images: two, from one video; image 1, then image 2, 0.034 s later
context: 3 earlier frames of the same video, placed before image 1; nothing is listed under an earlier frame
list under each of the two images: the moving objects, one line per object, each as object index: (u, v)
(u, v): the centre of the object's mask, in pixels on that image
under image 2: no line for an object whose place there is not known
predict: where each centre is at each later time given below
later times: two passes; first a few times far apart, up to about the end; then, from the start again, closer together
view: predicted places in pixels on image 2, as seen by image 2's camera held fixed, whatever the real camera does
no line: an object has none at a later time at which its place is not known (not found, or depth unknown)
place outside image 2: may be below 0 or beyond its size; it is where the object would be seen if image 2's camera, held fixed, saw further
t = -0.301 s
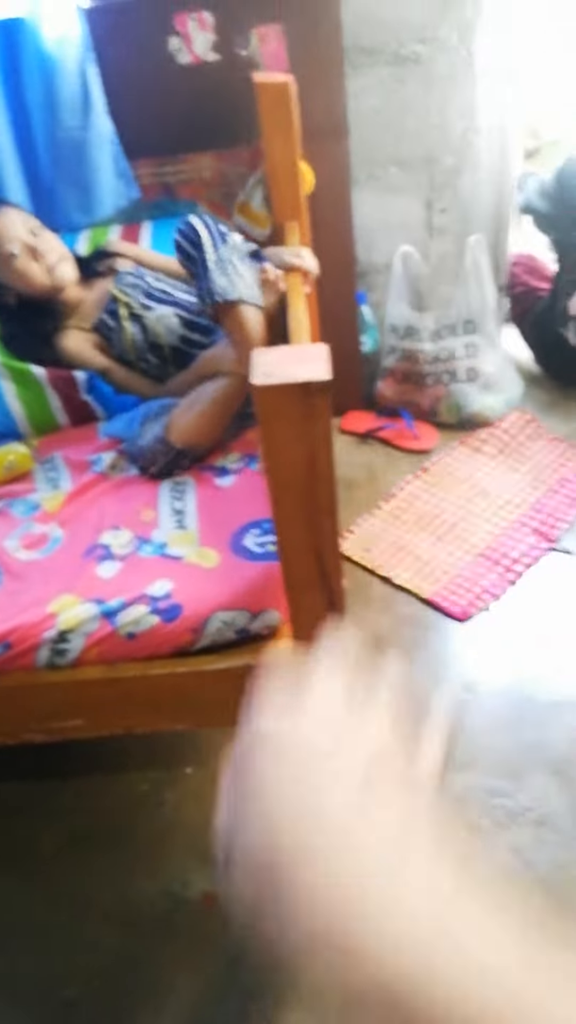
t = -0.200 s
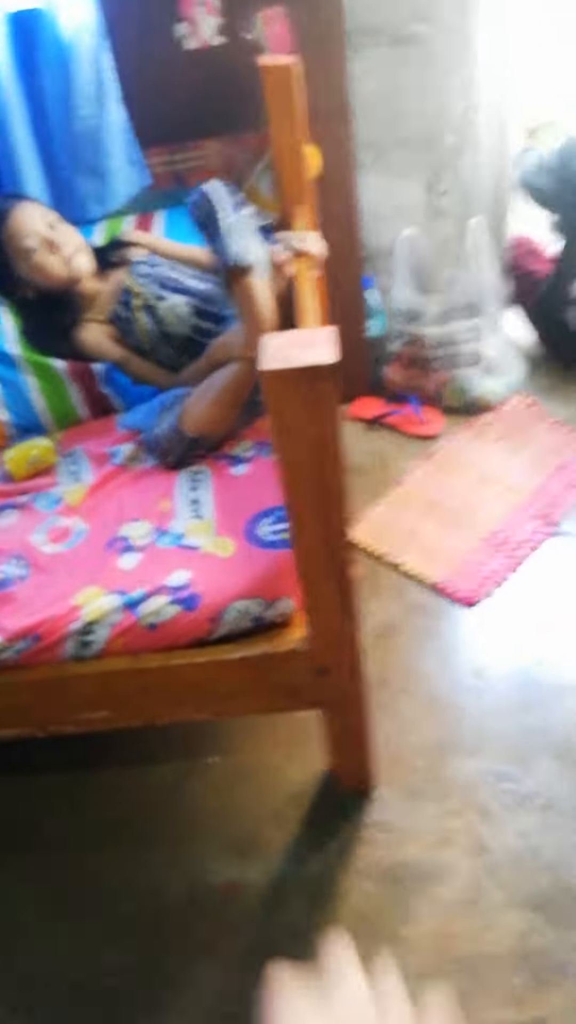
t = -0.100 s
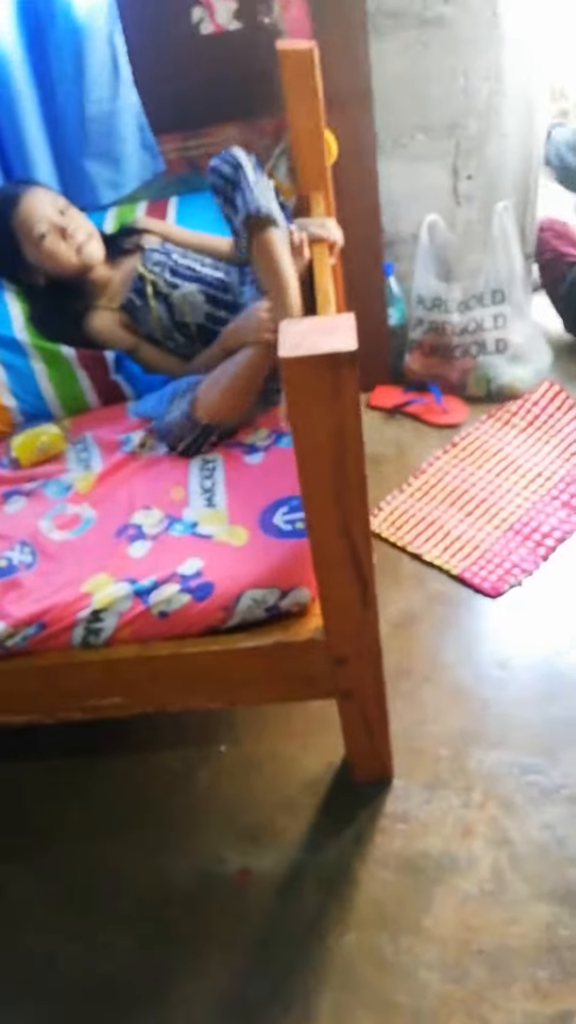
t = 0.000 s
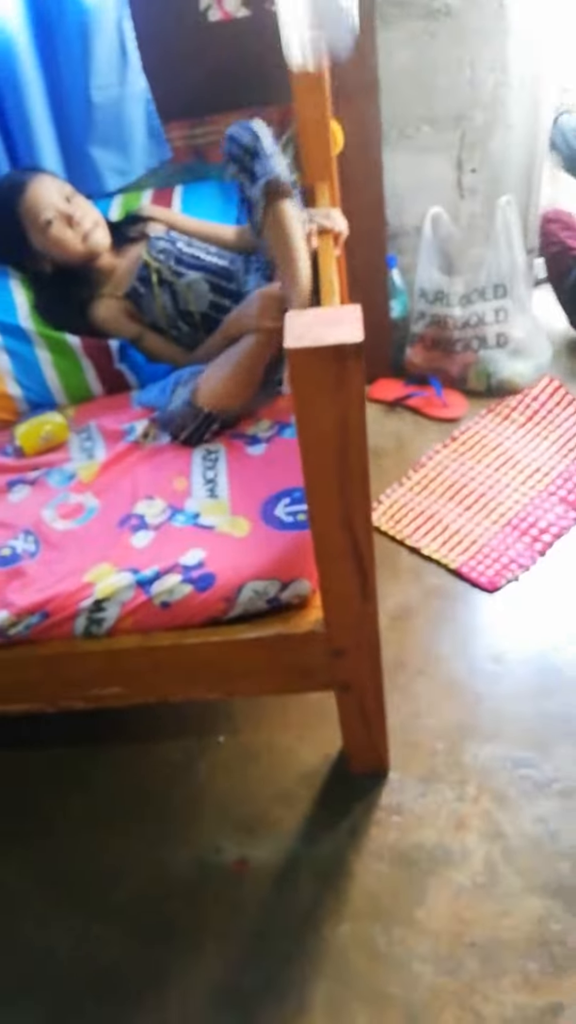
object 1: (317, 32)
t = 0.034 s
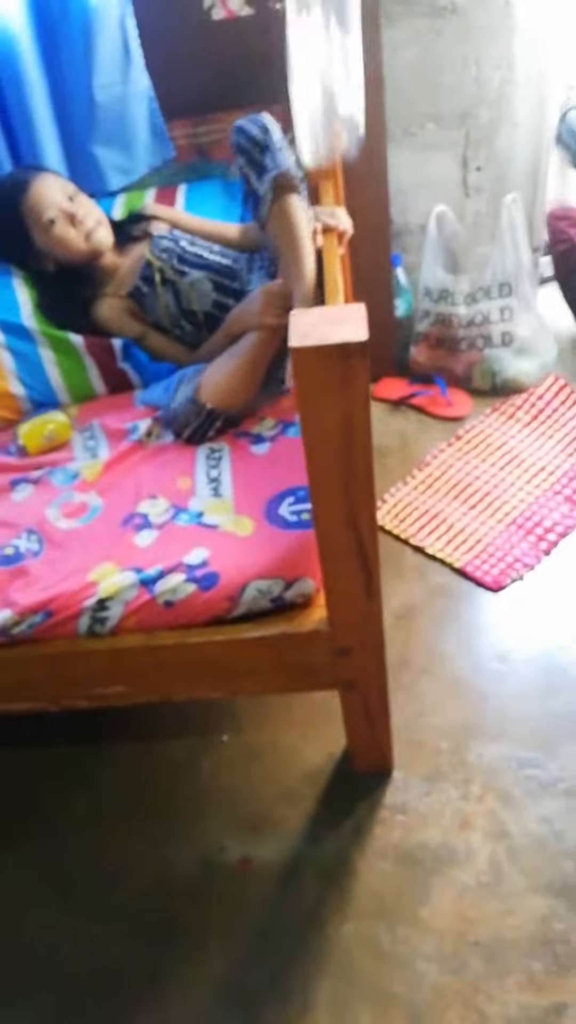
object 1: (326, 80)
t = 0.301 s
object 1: (393, 369)
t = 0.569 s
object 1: (459, 579)
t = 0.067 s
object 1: (330, 123)
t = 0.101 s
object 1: (335, 174)
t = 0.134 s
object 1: (342, 233)
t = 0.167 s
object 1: (352, 265)
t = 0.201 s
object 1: (366, 279)
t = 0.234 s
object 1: (377, 320)
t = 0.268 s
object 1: (385, 352)
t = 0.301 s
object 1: (393, 369)
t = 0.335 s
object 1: (404, 389)
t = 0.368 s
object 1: (411, 410)
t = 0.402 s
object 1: (417, 435)
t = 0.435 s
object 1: (419, 460)
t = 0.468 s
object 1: (420, 484)
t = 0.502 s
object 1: (438, 518)
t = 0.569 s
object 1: (459, 579)
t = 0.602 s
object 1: (471, 632)
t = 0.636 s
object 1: (488, 664)
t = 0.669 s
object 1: (494, 687)
